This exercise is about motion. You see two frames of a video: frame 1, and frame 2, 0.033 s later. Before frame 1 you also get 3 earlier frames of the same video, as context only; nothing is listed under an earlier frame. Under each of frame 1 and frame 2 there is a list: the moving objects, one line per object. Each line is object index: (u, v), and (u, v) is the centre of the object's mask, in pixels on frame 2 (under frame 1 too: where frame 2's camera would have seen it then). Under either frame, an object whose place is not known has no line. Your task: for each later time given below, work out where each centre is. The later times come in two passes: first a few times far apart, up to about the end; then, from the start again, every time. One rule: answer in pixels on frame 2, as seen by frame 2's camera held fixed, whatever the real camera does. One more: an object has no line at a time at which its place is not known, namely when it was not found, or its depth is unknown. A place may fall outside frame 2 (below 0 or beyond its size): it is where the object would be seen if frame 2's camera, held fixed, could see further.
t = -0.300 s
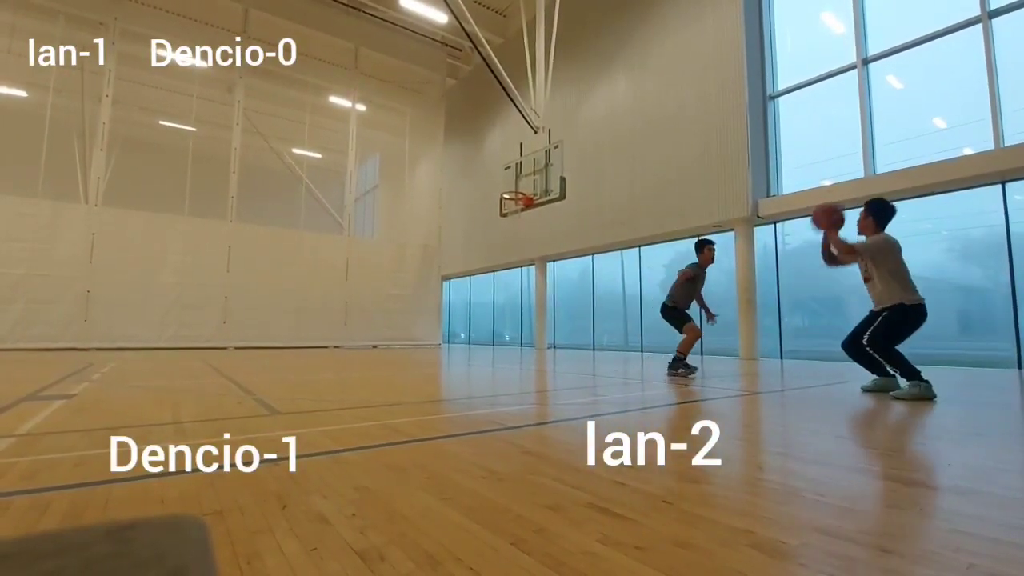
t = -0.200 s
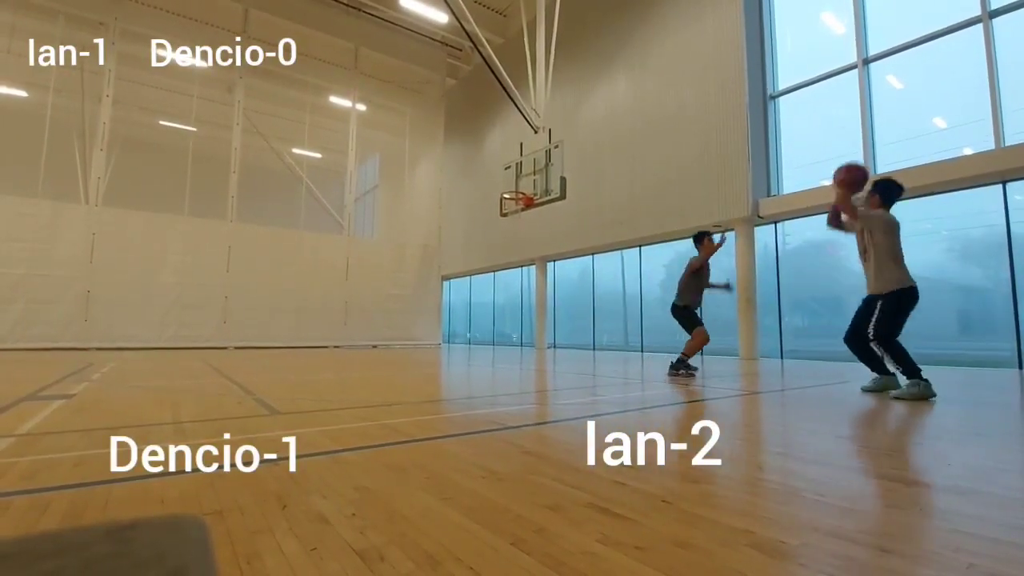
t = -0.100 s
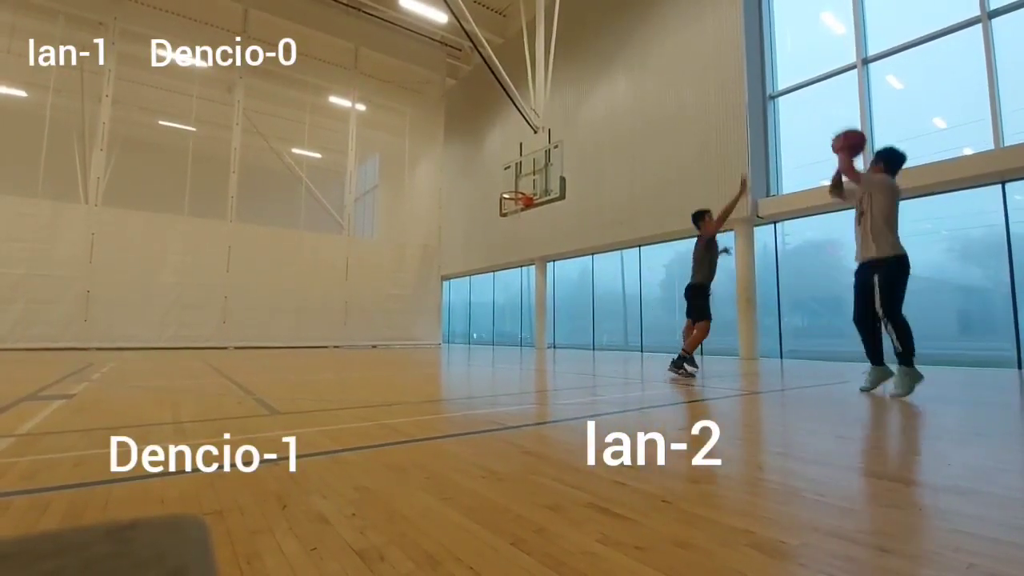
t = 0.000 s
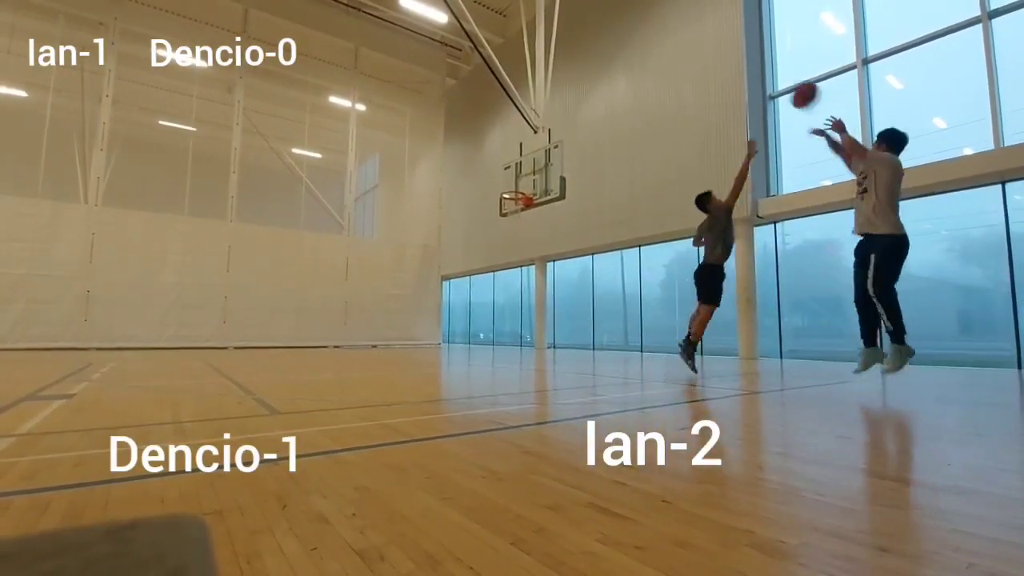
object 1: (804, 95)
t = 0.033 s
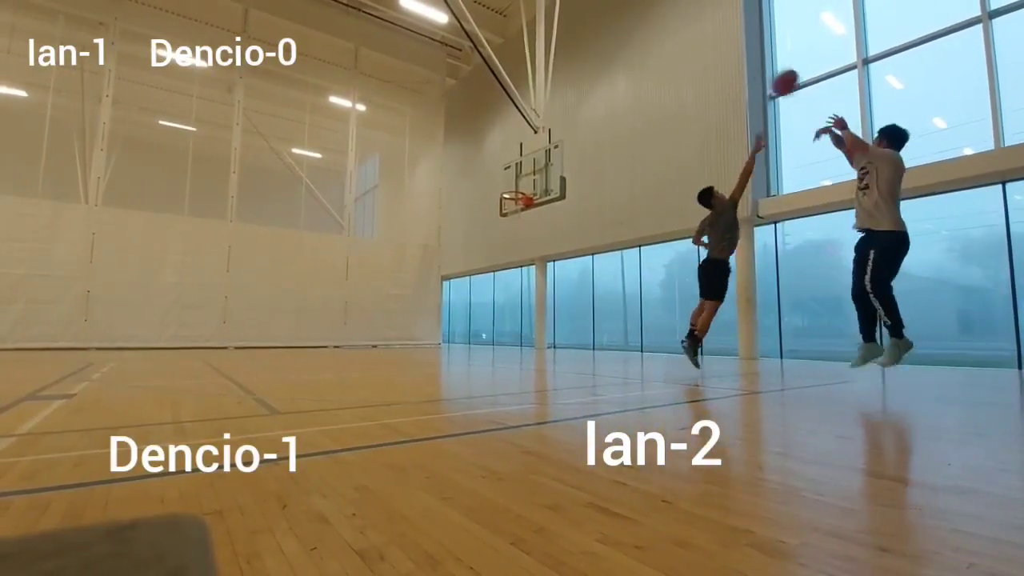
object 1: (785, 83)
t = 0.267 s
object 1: (685, 37)
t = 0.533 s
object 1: (614, 47)
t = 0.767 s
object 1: (569, 86)
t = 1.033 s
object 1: (531, 152)
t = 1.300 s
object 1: (516, 164)
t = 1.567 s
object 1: (512, 150)
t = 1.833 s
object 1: (509, 170)
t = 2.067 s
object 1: (507, 179)
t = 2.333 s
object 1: (506, 167)
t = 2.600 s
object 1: (505, 189)
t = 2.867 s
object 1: (504, 177)
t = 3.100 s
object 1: (502, 190)
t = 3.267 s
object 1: (504, 185)
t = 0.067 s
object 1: (767, 71)
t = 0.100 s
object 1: (751, 62)
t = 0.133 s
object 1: (737, 54)
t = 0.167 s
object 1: (722, 48)
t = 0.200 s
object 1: (709, 43)
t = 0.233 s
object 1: (697, 39)
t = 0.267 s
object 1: (685, 37)
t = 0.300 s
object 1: (674, 35)
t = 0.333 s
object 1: (664, 35)
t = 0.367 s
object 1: (655, 35)
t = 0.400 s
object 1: (646, 36)
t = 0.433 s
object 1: (637, 38)
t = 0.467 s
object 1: (629, 40)
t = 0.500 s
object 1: (621, 43)
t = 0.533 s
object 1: (614, 47)
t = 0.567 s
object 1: (606, 51)
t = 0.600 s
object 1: (600, 56)
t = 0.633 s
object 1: (593, 61)
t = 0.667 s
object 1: (587, 66)
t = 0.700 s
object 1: (581, 72)
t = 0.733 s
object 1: (575, 79)
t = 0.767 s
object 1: (569, 86)
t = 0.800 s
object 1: (564, 93)
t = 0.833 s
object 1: (559, 100)
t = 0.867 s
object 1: (554, 107)
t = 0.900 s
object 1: (549, 116)
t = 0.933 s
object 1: (544, 124)
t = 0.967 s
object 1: (540, 133)
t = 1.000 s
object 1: (535, 142)
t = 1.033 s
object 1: (531, 152)
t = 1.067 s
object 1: (528, 161)
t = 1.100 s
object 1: (523, 171)
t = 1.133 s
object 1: (519, 182)
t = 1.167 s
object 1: (517, 185)
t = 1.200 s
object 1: (517, 179)
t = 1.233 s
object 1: (516, 173)
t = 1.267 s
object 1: (516, 168)
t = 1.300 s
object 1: (516, 164)
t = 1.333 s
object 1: (515, 160)
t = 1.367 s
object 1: (515, 157)
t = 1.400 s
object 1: (514, 154)
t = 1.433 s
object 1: (514, 153)
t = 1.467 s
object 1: (514, 151)
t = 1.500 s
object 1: (513, 150)
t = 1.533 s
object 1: (513, 150)
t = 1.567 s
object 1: (512, 150)
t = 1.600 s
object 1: (512, 151)
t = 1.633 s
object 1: (512, 152)
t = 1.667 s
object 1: (511, 153)
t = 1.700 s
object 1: (511, 156)
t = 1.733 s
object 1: (511, 158)
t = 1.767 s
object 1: (510, 162)
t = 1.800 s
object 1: (510, 165)
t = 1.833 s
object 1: (509, 170)
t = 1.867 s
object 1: (508, 174)
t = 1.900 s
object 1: (508, 180)
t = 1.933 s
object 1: (507, 185)
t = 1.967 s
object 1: (507, 192)
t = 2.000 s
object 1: (507, 188)
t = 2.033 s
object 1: (507, 184)
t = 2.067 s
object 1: (507, 179)
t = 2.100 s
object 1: (506, 176)
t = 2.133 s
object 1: (507, 173)
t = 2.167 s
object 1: (507, 171)
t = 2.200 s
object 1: (507, 169)
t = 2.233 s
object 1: (507, 168)
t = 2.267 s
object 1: (506, 167)
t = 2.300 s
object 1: (506, 167)
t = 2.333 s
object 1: (506, 167)
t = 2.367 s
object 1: (506, 168)
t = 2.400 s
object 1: (506, 170)
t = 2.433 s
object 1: (506, 172)
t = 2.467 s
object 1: (506, 173)
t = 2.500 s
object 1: (505, 177)
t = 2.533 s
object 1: (505, 180)
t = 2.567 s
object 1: (505, 184)
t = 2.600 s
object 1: (505, 189)
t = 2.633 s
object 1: (505, 190)
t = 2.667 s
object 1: (505, 187)
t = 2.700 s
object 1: (504, 184)
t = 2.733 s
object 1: (504, 182)
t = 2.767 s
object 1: (504, 180)
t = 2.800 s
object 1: (504, 178)
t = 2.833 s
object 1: (504, 178)
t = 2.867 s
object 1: (504, 177)
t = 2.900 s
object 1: (504, 177)
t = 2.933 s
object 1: (504, 178)
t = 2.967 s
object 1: (504, 180)
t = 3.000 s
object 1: (503, 181)
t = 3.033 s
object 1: (503, 184)
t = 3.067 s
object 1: (503, 186)
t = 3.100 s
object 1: (502, 190)
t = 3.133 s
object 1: (502, 189)
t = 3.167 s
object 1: (503, 187)
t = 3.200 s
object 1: (503, 186)
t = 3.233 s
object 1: (503, 185)
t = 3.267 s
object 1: (504, 185)
